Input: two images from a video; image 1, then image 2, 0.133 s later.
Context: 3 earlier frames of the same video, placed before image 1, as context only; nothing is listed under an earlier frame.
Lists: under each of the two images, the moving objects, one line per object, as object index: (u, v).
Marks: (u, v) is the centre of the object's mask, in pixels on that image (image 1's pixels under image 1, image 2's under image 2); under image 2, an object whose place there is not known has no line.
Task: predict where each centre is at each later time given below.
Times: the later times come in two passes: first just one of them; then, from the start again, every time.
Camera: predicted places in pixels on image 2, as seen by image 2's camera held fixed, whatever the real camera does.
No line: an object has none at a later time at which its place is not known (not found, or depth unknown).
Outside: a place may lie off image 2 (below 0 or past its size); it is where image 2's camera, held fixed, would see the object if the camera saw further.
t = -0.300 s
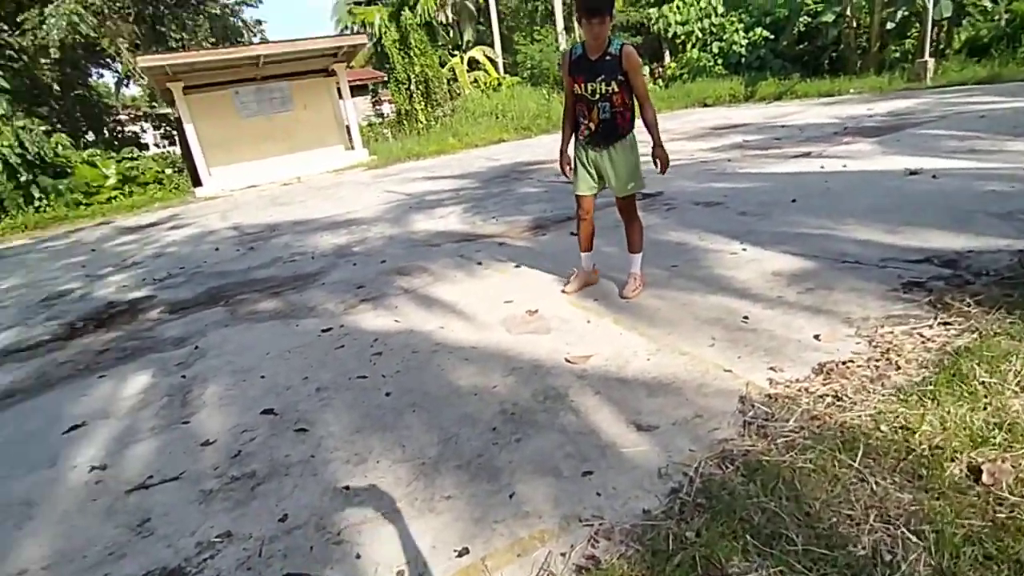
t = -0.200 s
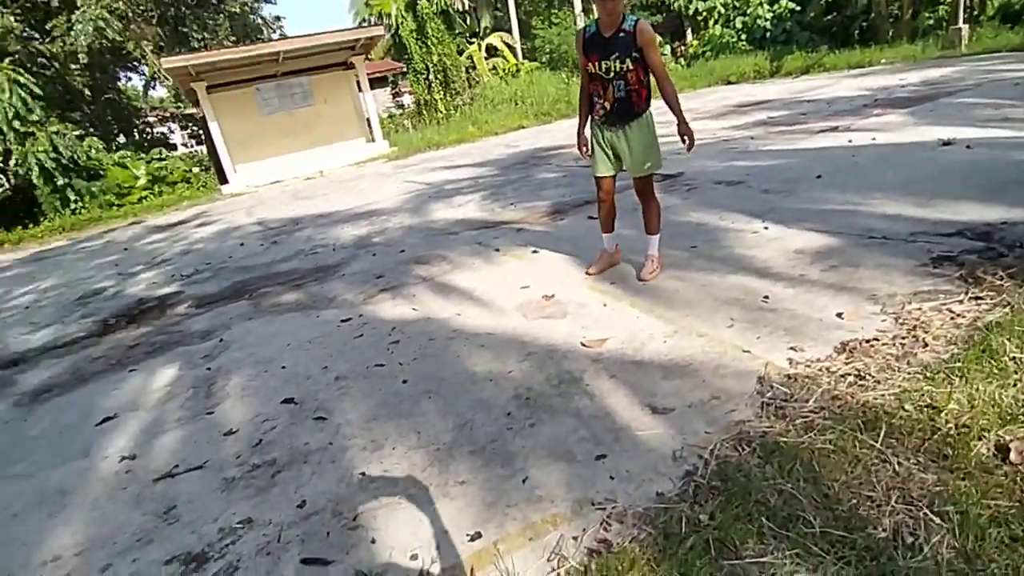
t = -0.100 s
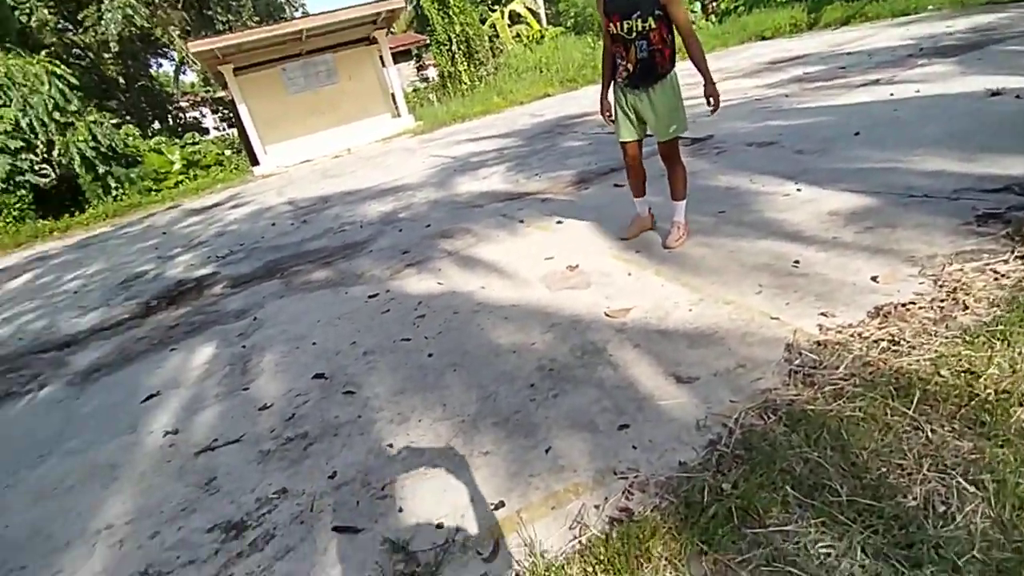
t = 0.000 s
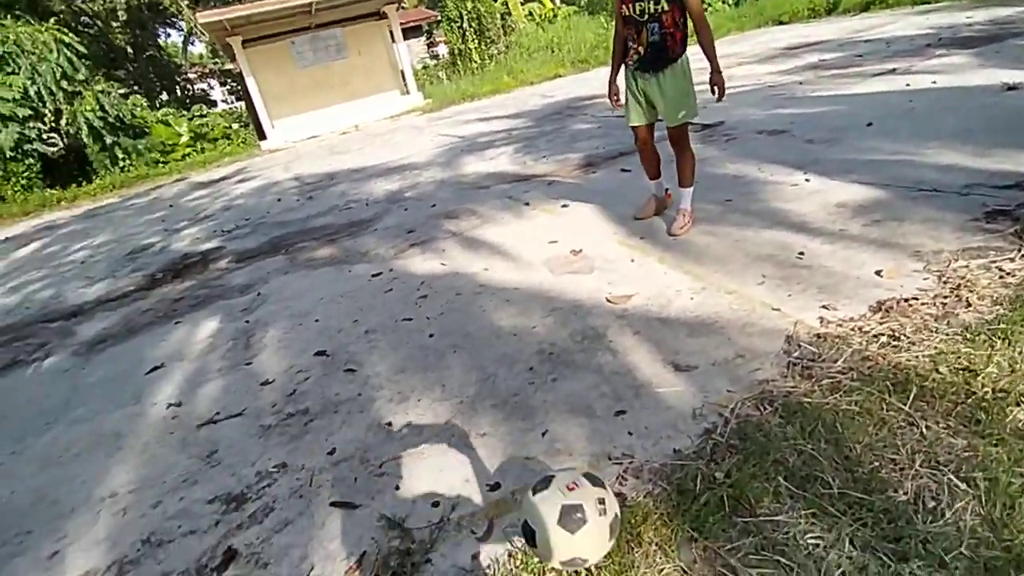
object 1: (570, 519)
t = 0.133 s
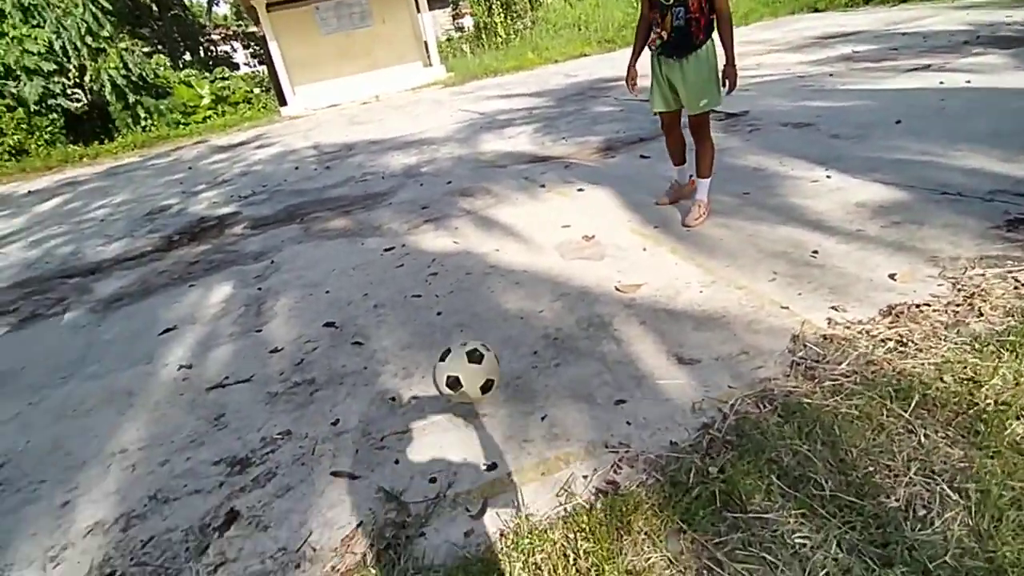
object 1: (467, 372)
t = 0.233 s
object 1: (437, 326)
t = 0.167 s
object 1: (455, 358)
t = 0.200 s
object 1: (445, 346)
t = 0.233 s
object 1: (437, 326)
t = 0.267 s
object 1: (428, 308)
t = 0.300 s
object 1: (421, 295)
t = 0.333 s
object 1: (414, 284)
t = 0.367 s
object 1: (411, 277)
